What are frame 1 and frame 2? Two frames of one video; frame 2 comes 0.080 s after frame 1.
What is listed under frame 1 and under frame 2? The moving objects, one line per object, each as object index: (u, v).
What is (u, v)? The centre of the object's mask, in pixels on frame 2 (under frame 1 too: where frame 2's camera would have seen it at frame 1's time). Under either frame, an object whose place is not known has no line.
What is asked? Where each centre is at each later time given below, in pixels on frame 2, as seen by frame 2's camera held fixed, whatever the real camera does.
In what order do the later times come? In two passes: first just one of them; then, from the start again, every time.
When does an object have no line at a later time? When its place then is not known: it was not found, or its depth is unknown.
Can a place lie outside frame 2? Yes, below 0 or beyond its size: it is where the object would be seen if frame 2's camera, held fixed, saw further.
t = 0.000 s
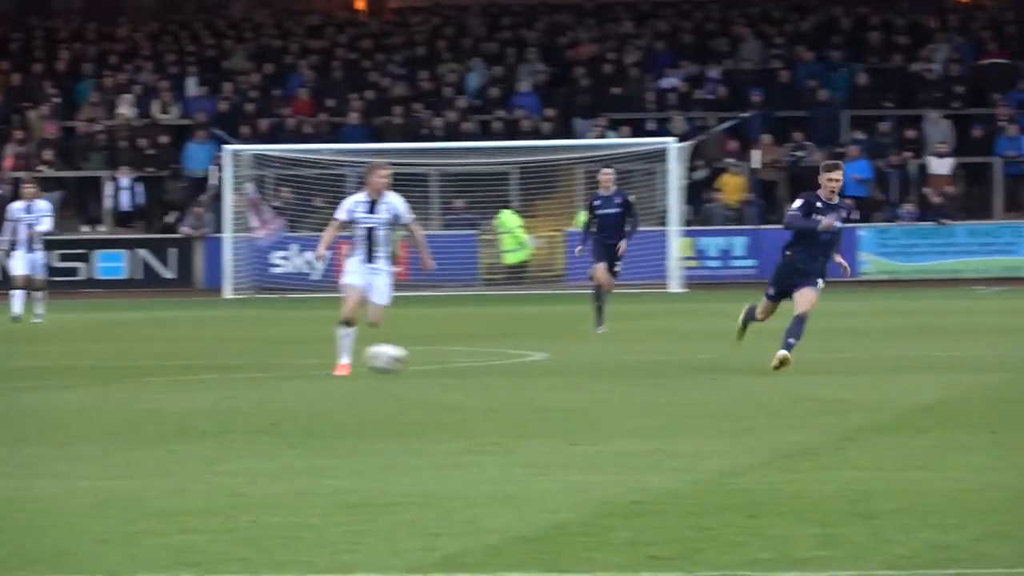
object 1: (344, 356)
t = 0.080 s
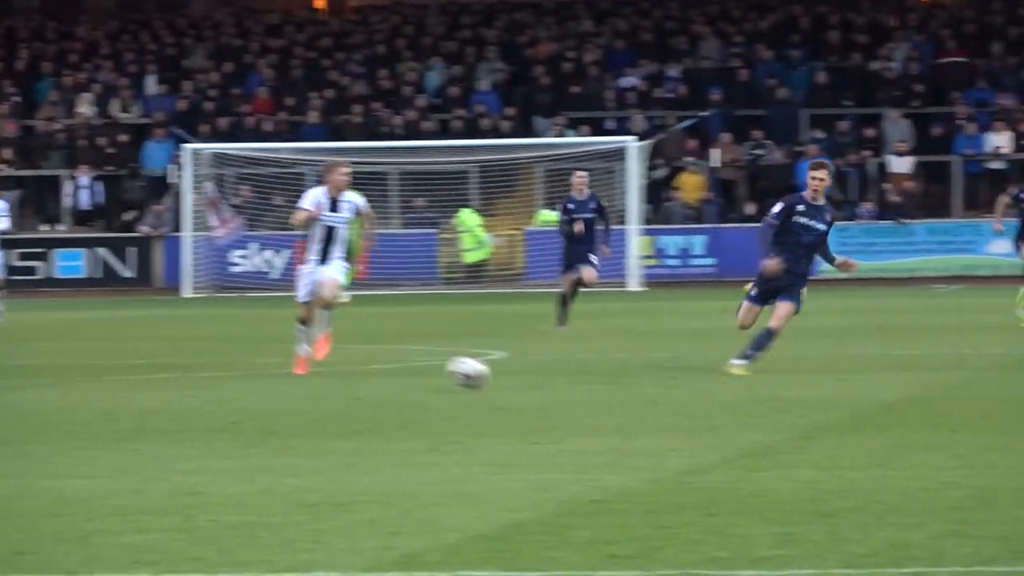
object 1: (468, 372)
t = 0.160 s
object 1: (587, 373)
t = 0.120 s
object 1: (529, 378)
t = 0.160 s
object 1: (587, 373)
